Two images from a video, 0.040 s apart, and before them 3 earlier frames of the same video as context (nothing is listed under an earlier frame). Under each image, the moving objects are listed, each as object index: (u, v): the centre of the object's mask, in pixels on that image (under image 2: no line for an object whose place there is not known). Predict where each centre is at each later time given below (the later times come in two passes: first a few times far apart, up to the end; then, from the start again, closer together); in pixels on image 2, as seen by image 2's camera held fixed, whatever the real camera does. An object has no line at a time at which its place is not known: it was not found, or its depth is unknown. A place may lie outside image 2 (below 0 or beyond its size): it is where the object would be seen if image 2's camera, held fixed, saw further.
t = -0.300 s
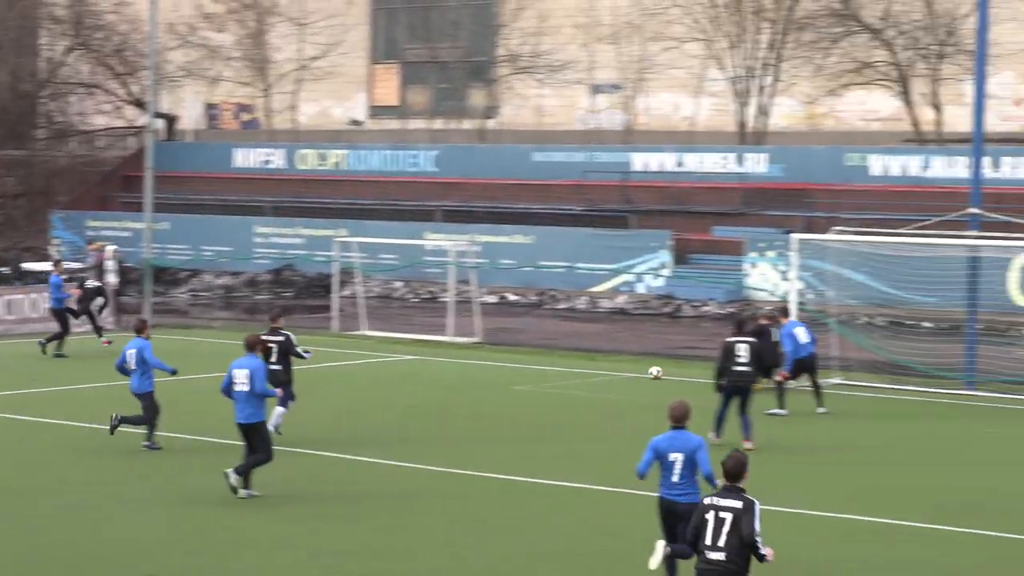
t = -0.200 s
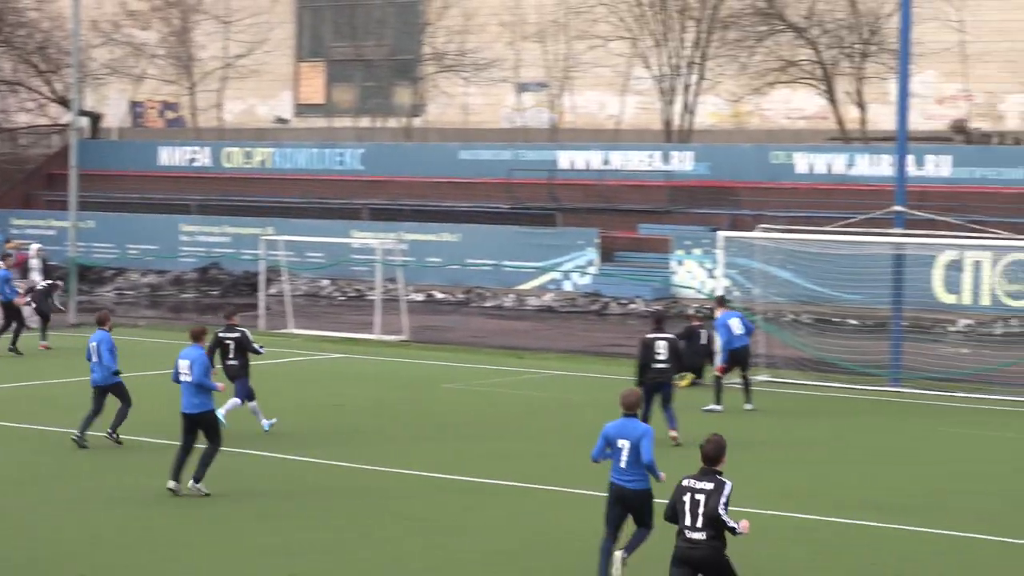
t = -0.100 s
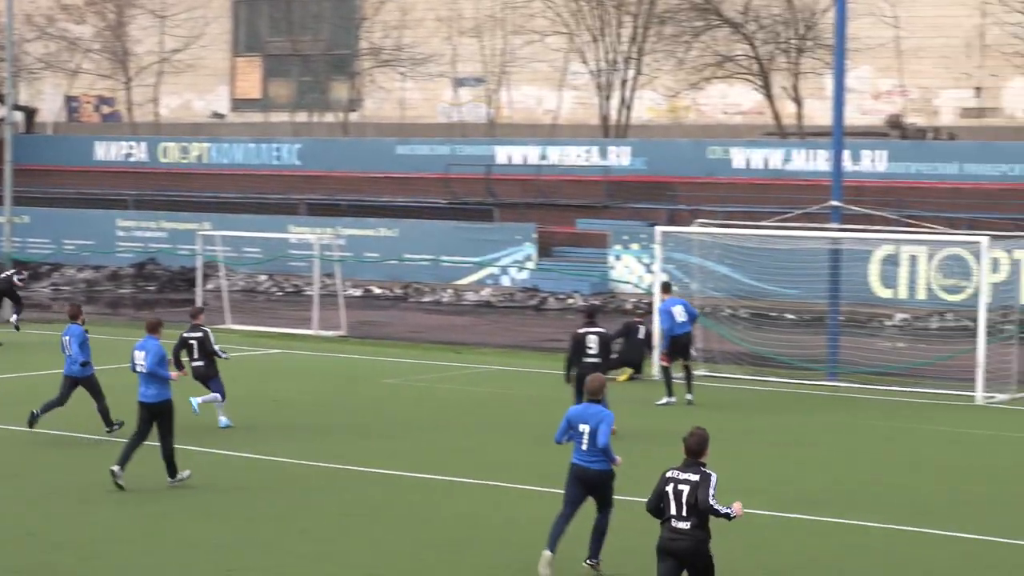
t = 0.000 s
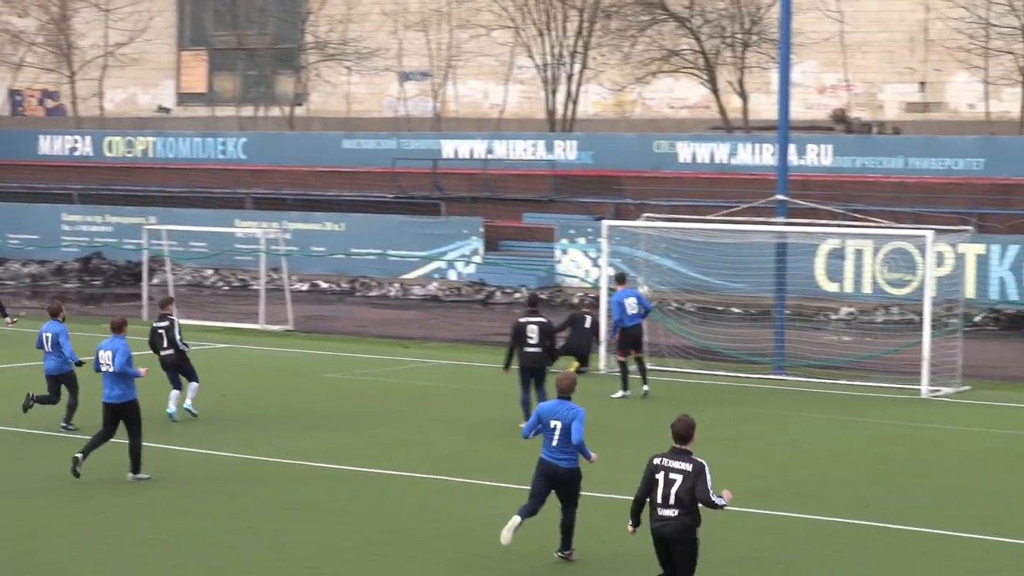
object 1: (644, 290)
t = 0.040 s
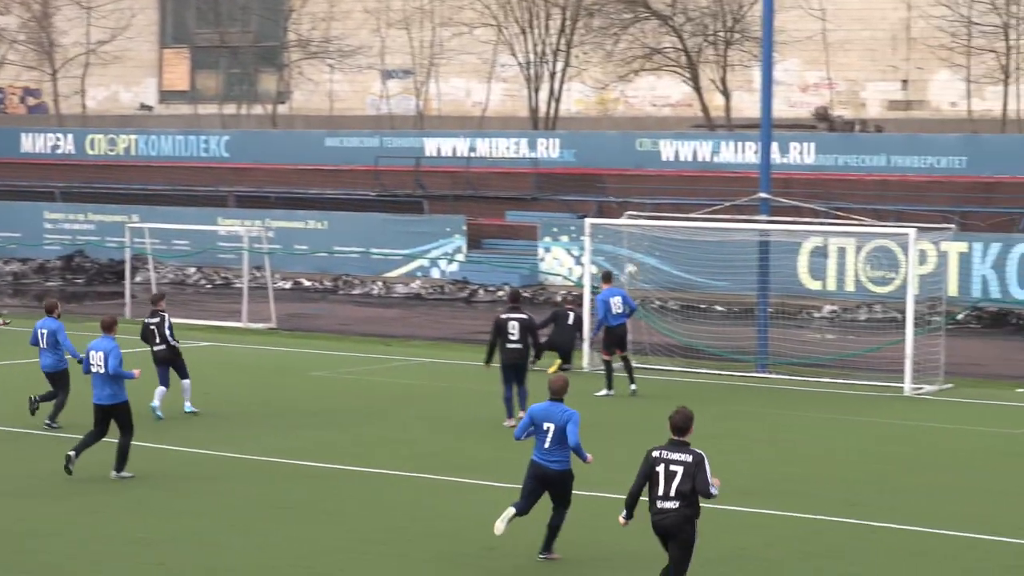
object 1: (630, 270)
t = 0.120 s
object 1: (639, 236)
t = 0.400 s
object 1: (666, 150)
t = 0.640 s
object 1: (692, 116)
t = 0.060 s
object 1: (632, 261)
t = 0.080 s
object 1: (634, 253)
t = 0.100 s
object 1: (636, 244)
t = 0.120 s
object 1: (639, 236)
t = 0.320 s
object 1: (658, 170)
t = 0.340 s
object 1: (660, 164)
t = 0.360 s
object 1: (662, 160)
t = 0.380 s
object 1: (664, 156)
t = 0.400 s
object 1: (666, 150)
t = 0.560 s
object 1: (684, 124)
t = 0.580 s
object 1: (686, 122)
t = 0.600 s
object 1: (688, 120)
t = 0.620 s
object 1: (690, 118)
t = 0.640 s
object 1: (692, 116)
